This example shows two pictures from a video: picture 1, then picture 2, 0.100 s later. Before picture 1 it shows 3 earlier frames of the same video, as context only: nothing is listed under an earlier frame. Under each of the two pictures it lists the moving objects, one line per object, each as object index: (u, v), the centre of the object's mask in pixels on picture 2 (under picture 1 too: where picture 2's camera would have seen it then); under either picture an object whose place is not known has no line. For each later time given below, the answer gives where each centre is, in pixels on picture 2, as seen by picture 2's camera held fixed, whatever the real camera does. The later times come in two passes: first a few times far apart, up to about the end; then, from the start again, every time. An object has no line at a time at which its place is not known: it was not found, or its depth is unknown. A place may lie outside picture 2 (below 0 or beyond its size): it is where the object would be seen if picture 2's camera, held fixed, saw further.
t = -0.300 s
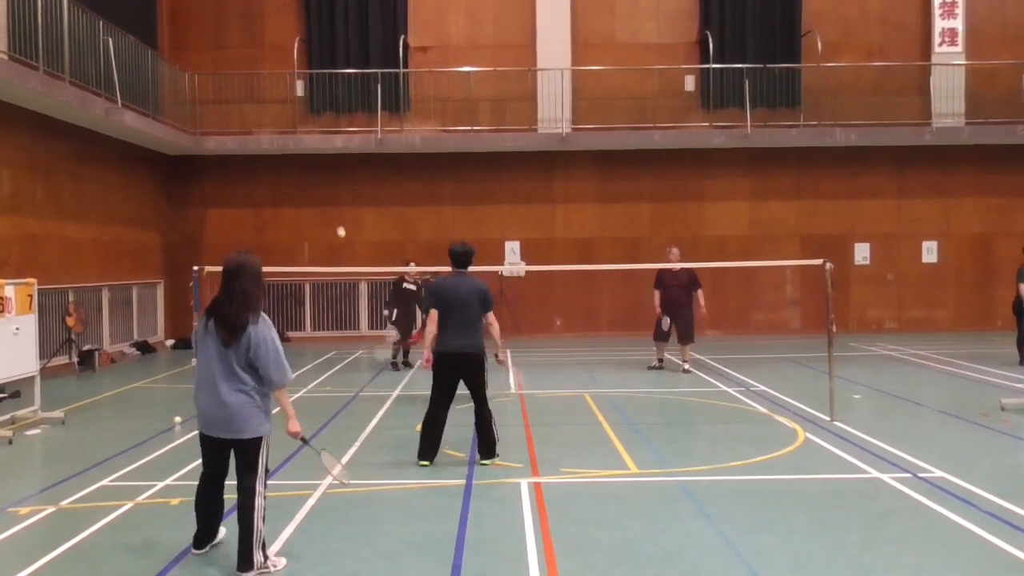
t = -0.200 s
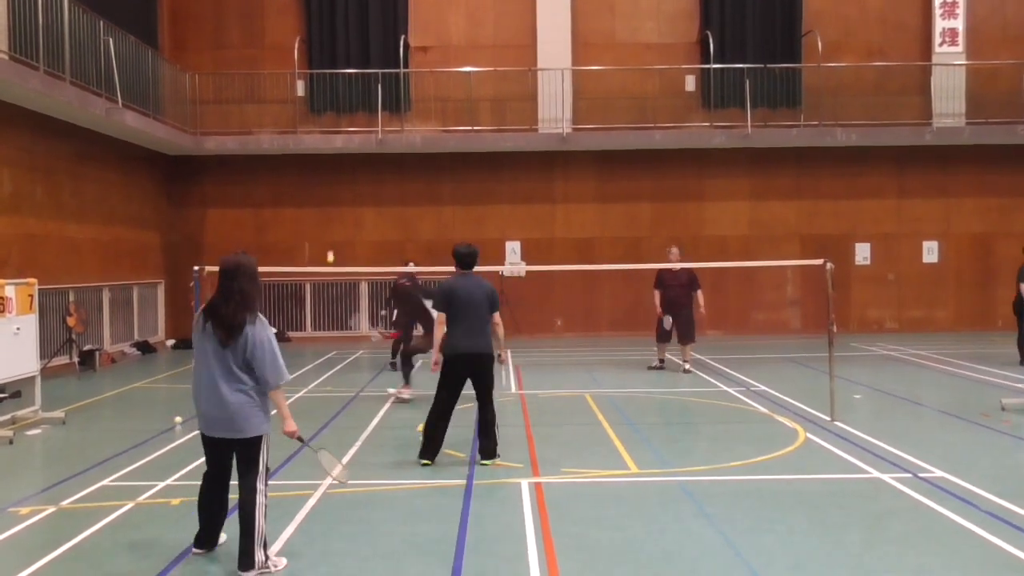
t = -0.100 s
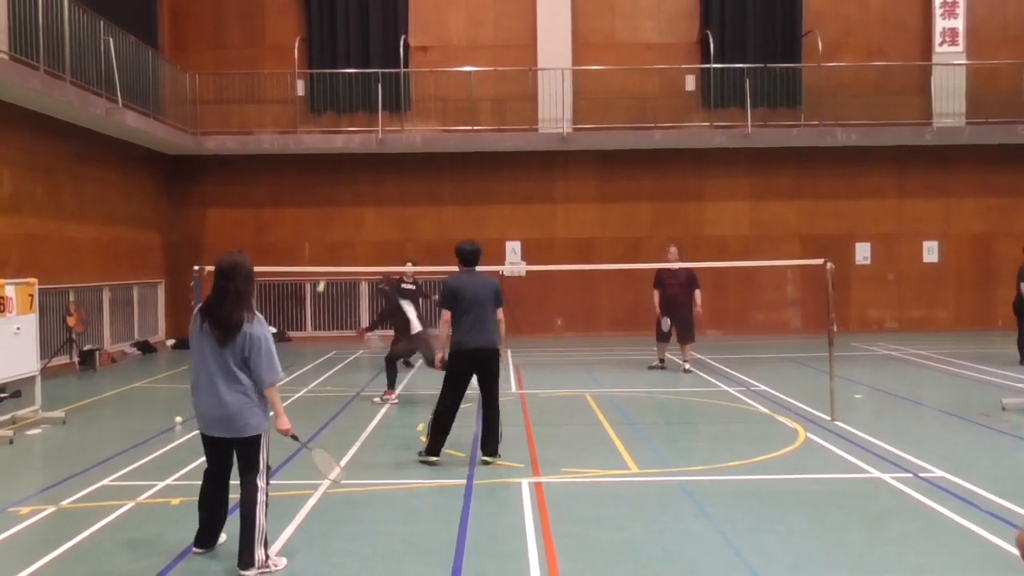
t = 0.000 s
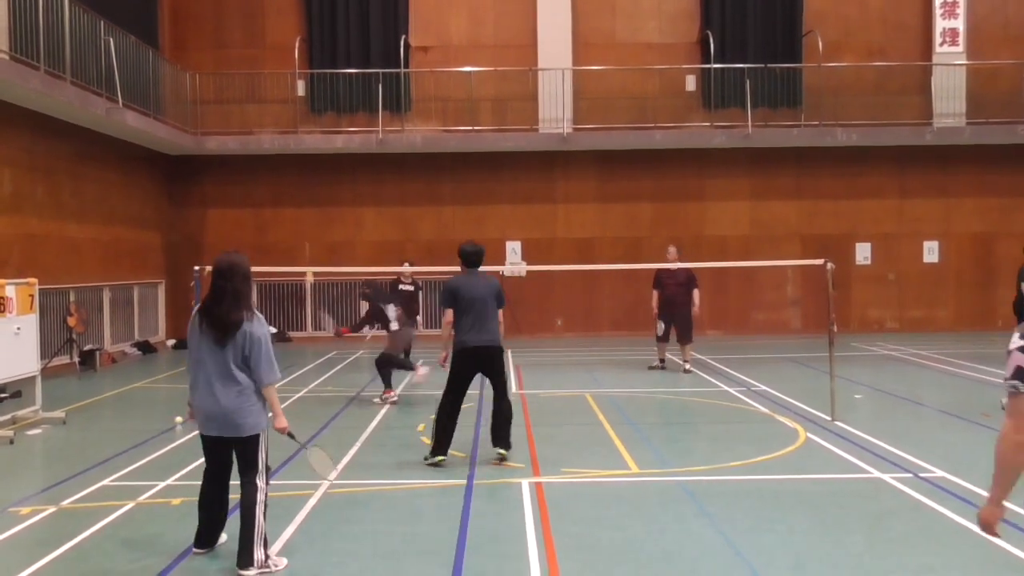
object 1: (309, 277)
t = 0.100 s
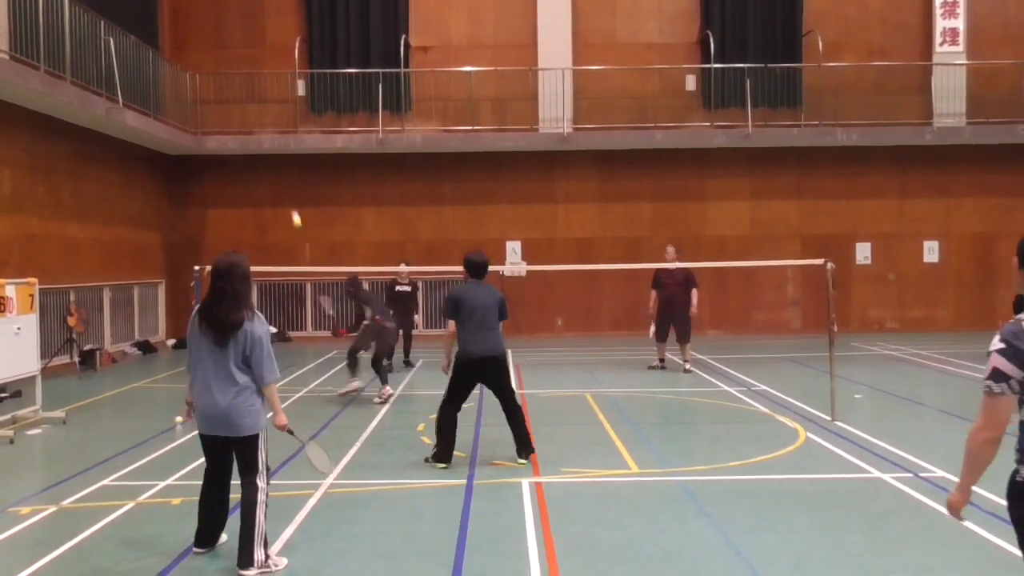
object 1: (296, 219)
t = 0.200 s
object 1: (285, 178)
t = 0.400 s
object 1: (253, 122)
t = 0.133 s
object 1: (291, 204)
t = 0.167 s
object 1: (288, 190)
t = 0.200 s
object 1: (285, 178)
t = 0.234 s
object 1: (281, 165)
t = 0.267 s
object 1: (276, 154)
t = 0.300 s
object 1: (271, 143)
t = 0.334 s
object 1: (264, 133)
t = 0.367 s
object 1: (258, 126)
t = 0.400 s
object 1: (253, 122)
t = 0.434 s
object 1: (248, 119)
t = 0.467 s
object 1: (244, 118)
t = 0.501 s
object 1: (240, 120)
